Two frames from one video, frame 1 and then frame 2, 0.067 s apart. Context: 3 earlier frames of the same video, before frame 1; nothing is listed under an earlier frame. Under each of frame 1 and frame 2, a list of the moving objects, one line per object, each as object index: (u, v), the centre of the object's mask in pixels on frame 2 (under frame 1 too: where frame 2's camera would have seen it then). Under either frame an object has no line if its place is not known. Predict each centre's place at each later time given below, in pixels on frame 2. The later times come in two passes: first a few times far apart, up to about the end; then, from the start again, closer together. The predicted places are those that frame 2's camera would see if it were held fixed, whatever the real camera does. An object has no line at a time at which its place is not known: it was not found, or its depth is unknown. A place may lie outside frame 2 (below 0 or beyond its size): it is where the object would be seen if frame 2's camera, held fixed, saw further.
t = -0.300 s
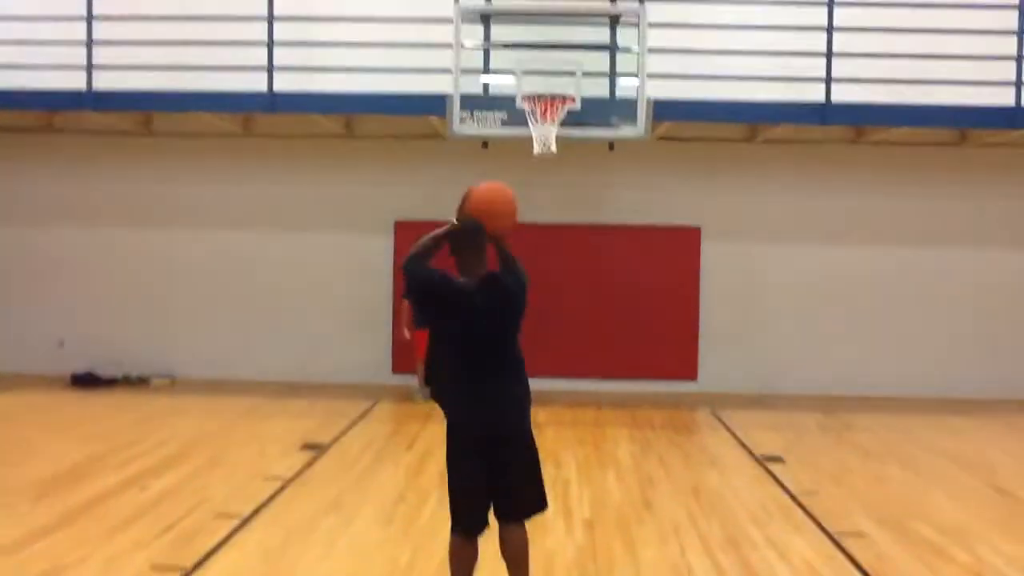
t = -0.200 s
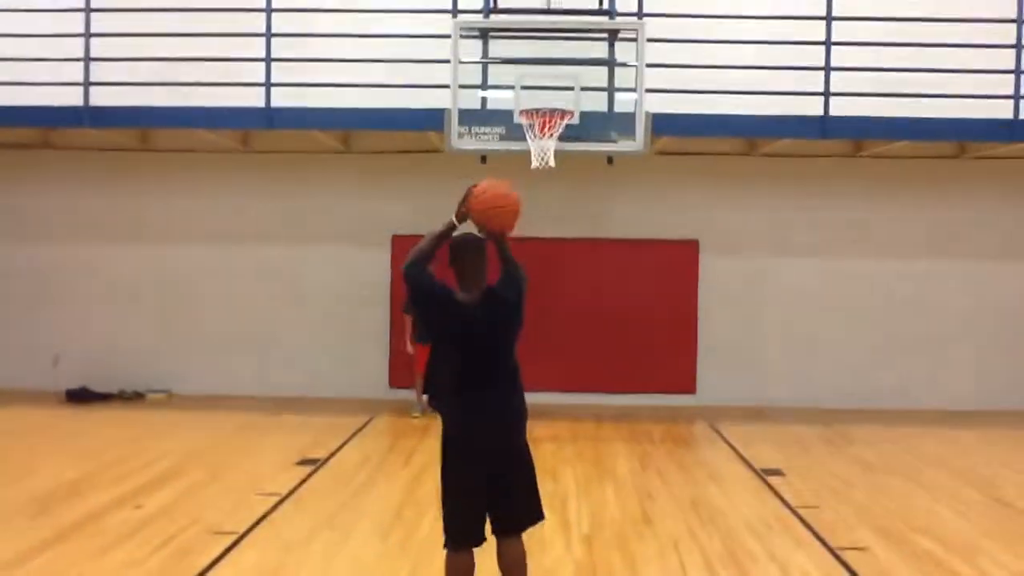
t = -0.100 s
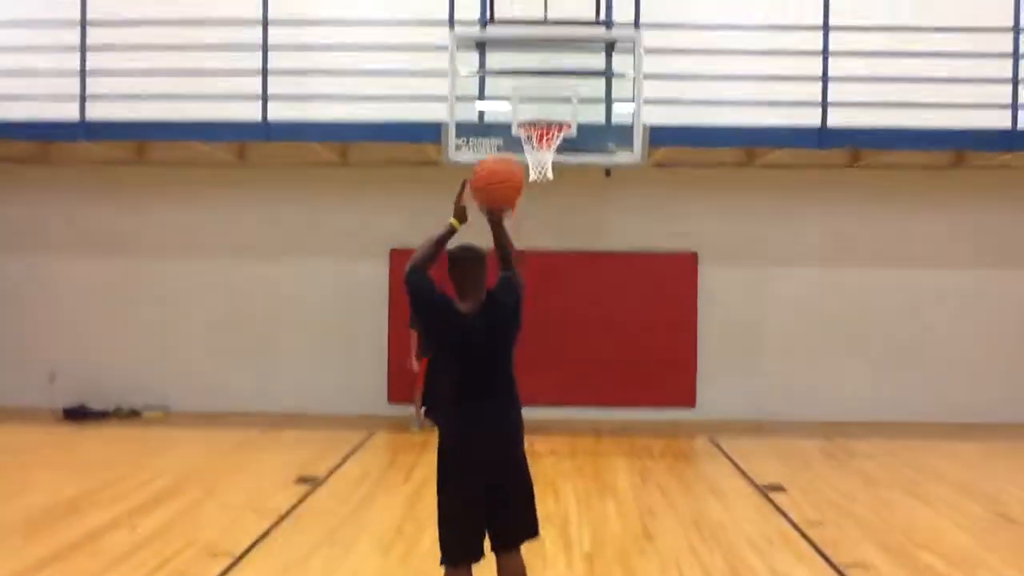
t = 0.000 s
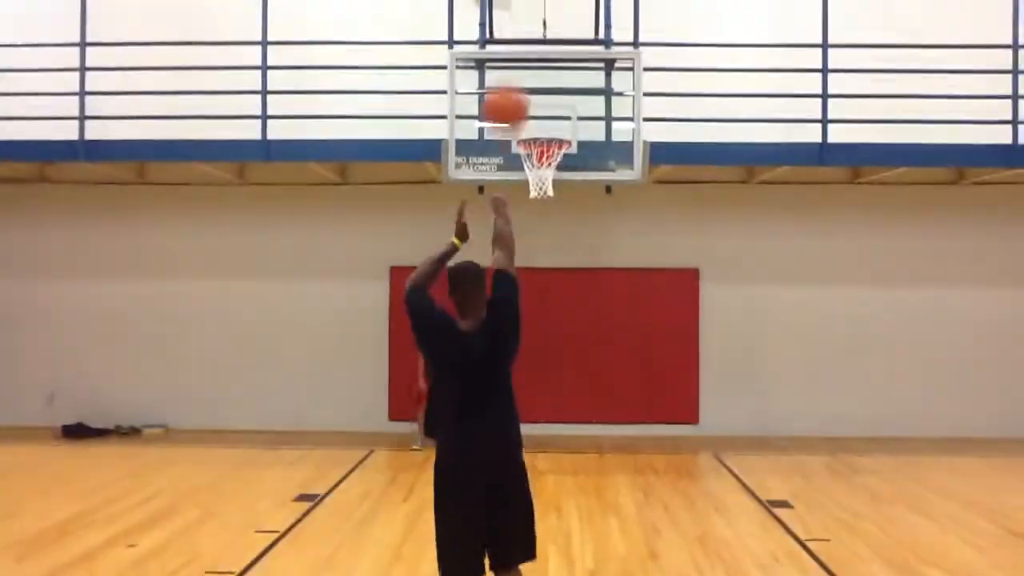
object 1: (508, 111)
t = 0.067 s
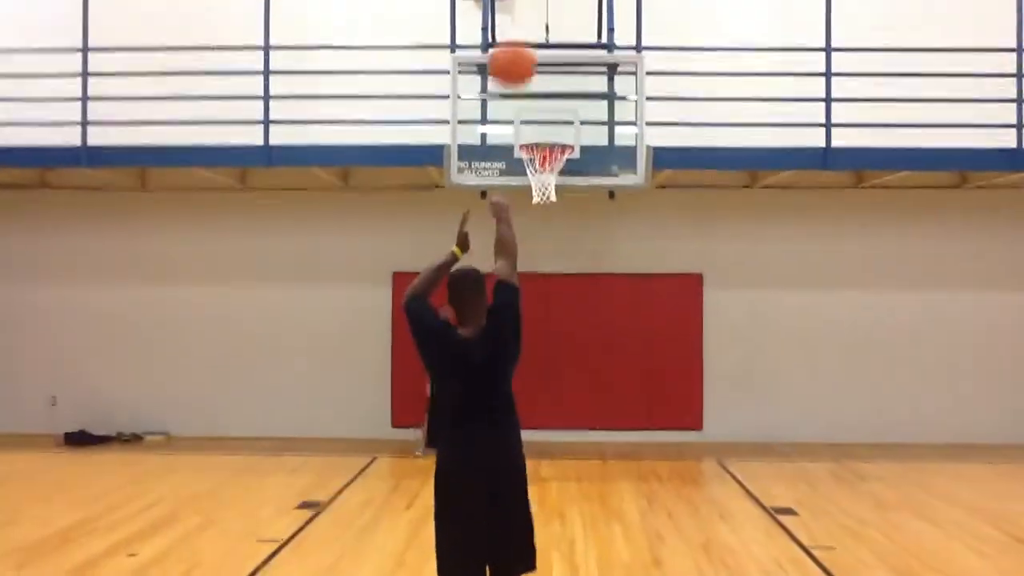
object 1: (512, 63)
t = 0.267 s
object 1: (520, 0)
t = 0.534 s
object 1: (528, 3)
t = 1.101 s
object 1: (551, 213)
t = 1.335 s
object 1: (561, 332)
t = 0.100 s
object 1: (513, 45)
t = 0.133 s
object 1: (514, 29)
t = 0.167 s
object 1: (516, 16)
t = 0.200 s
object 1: (518, 6)
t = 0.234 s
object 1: (519, 1)
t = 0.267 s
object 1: (520, 0)
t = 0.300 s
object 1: (521, -2)
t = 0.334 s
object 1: (522, -6)
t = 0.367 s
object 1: (523, -7)
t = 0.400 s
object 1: (523, -8)
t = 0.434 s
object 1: (525, -7)
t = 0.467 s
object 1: (527, -4)
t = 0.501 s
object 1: (527, 0)
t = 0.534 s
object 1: (528, 3)
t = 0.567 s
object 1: (530, 9)
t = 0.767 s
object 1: (536, 76)
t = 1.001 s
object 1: (545, 179)
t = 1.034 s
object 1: (545, 192)
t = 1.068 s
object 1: (547, 201)
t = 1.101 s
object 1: (551, 213)
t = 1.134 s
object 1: (552, 225)
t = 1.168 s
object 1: (552, 241)
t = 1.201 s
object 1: (554, 260)
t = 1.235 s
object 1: (556, 277)
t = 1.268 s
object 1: (556, 292)
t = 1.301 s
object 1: (558, 311)
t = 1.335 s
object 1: (561, 332)
